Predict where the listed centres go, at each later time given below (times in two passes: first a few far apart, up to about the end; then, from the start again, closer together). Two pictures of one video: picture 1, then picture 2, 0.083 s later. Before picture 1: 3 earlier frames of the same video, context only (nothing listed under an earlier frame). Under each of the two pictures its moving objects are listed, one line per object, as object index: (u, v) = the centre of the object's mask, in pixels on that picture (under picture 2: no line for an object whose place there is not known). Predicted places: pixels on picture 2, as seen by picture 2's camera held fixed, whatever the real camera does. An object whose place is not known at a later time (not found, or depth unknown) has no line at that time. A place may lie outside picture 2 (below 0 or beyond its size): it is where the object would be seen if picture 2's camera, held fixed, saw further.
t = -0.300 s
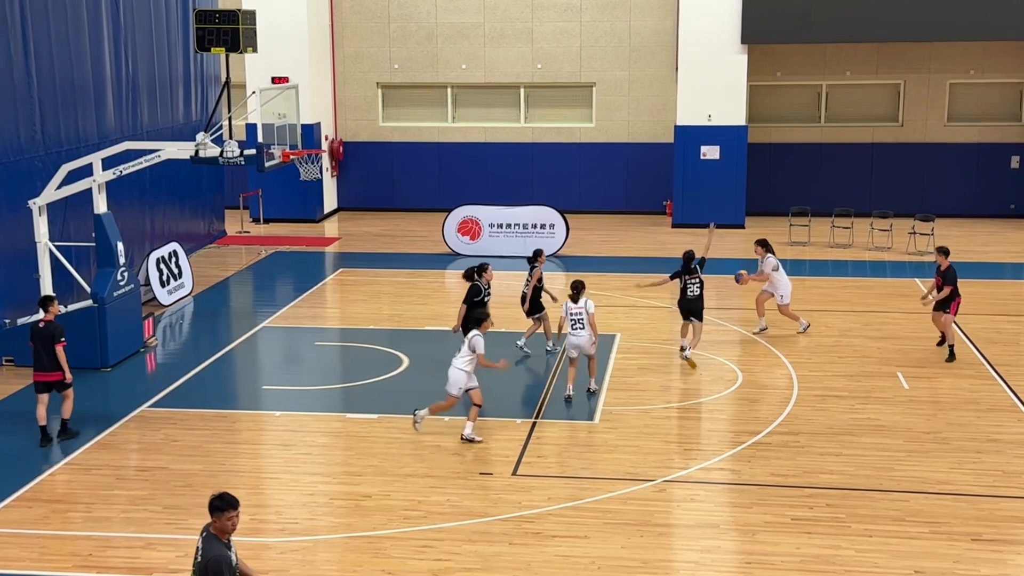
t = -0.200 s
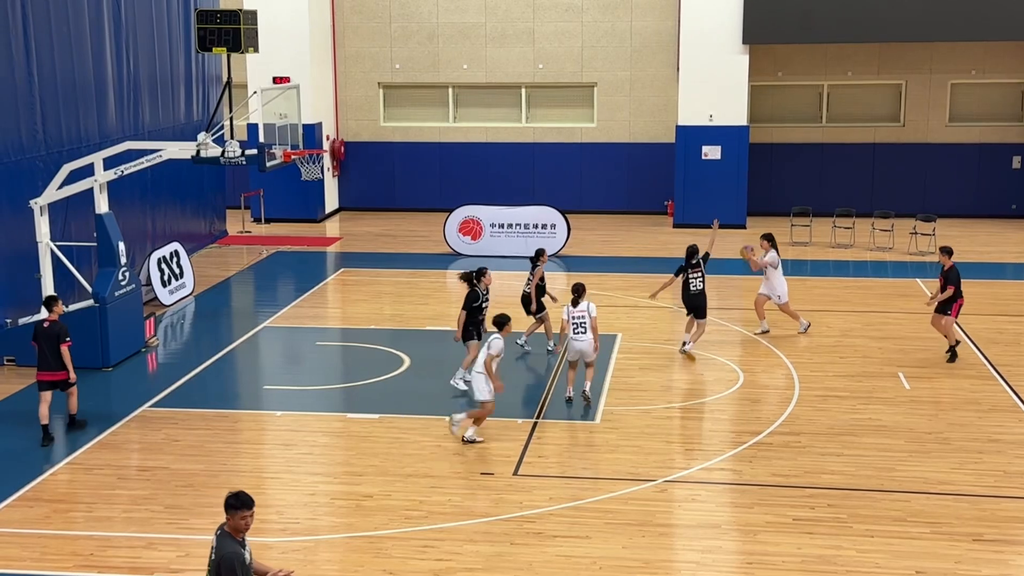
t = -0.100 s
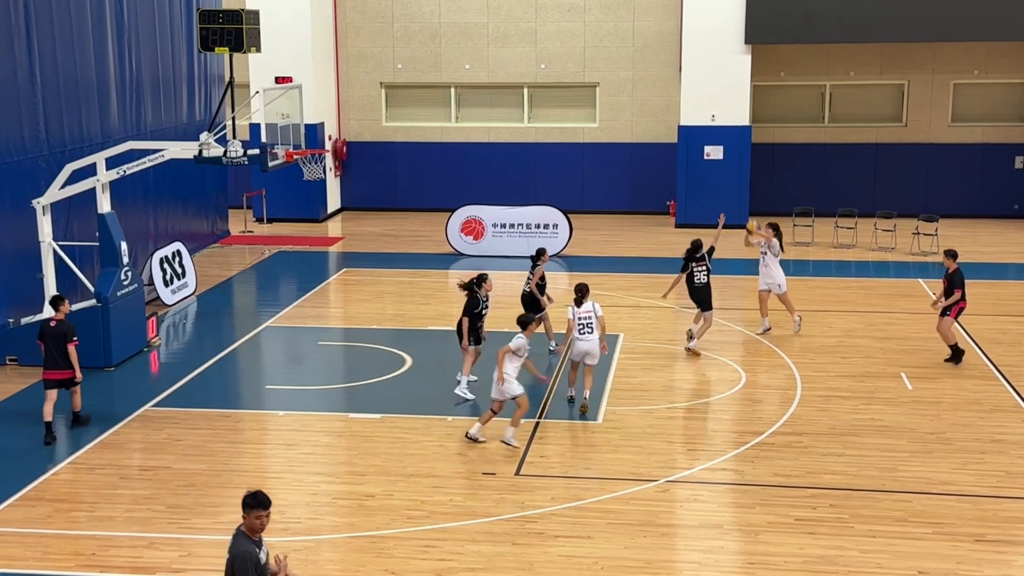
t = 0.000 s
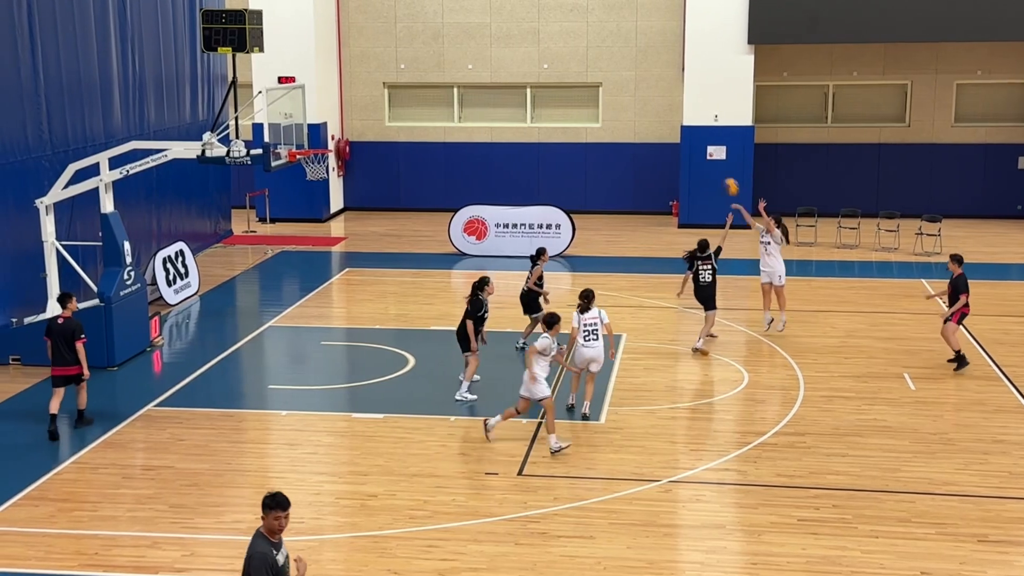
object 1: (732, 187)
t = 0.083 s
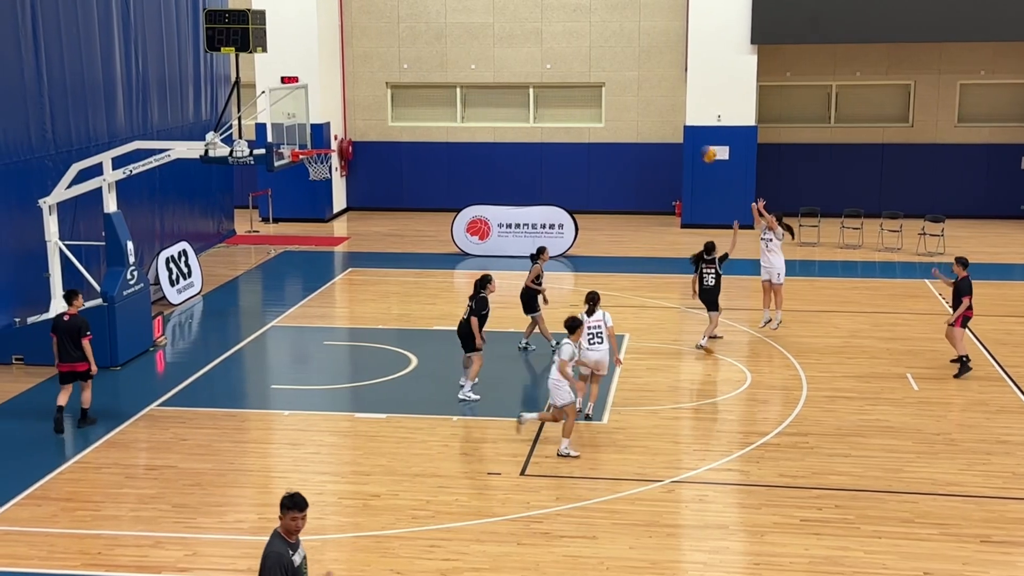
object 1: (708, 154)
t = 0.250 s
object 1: (654, 101)
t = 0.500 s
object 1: (571, 52)
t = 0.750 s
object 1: (487, 46)
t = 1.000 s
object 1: (402, 84)
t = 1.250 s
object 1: (343, 139)
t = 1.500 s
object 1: (385, 127)
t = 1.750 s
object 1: (422, 155)
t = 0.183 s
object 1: (676, 120)
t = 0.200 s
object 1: (670, 115)
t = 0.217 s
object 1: (665, 110)
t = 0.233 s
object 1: (659, 105)
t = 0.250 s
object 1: (654, 101)
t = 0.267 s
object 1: (648, 96)
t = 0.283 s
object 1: (643, 92)
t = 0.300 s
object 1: (637, 88)
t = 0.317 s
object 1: (632, 83)
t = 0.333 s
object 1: (627, 80)
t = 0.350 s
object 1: (621, 77)
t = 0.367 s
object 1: (615, 73)
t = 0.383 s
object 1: (609, 70)
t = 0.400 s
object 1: (604, 67)
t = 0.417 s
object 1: (599, 64)
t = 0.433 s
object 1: (593, 61)
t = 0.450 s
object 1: (588, 59)
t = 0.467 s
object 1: (582, 56)
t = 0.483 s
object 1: (577, 54)
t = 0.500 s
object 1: (571, 52)
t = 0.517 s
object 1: (566, 51)
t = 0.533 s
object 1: (560, 49)
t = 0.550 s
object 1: (554, 48)
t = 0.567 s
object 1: (549, 47)
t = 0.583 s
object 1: (543, 46)
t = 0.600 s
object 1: (537, 45)
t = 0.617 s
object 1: (532, 44)
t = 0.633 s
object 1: (526, 44)
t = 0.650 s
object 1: (521, 44)
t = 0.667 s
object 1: (515, 44)
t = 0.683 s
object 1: (509, 44)
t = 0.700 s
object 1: (504, 44)
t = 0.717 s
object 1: (498, 45)
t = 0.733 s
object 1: (492, 46)
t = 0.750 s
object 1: (487, 46)
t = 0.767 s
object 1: (481, 48)
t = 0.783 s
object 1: (475, 49)
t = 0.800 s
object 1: (470, 50)
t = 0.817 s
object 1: (464, 52)
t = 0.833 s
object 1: (458, 54)
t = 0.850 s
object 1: (453, 56)
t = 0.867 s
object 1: (447, 59)
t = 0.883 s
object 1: (442, 61)
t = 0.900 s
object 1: (436, 64)
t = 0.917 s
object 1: (430, 67)
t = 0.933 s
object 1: (425, 70)
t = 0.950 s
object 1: (420, 73)
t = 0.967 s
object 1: (413, 77)
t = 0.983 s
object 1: (408, 80)
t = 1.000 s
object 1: (402, 84)
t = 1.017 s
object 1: (397, 89)
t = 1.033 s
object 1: (391, 92)
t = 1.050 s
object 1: (385, 96)
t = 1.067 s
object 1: (380, 101)
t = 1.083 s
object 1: (375, 106)
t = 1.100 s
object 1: (370, 111)
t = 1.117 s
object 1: (364, 116)
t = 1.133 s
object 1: (359, 121)
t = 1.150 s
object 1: (353, 127)
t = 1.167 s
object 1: (347, 133)
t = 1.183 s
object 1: (342, 139)
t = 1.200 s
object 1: (338, 144)
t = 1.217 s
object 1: (338, 144)
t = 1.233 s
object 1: (341, 142)
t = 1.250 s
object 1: (343, 139)
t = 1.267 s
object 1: (345, 138)
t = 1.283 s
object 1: (348, 136)
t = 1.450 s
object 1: (377, 126)
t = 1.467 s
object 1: (380, 126)
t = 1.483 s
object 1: (382, 127)
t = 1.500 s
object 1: (385, 127)
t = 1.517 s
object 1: (388, 128)
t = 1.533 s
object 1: (390, 129)
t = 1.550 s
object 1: (393, 130)
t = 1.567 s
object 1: (395, 131)
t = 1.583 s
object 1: (398, 133)
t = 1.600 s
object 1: (400, 134)
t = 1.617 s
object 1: (402, 135)
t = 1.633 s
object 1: (405, 137)
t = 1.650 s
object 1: (409, 139)
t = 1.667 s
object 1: (411, 142)
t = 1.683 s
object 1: (413, 144)
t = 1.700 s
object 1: (416, 146)
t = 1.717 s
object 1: (418, 149)
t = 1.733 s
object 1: (420, 152)
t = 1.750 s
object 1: (422, 155)
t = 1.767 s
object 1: (425, 158)
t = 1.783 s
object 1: (428, 161)
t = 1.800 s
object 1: (430, 164)
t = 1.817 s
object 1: (432, 168)
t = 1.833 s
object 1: (434, 172)
